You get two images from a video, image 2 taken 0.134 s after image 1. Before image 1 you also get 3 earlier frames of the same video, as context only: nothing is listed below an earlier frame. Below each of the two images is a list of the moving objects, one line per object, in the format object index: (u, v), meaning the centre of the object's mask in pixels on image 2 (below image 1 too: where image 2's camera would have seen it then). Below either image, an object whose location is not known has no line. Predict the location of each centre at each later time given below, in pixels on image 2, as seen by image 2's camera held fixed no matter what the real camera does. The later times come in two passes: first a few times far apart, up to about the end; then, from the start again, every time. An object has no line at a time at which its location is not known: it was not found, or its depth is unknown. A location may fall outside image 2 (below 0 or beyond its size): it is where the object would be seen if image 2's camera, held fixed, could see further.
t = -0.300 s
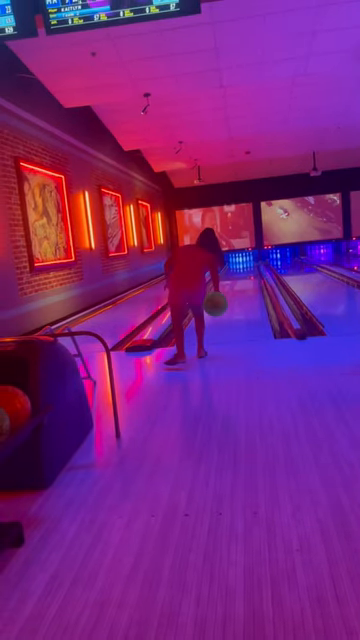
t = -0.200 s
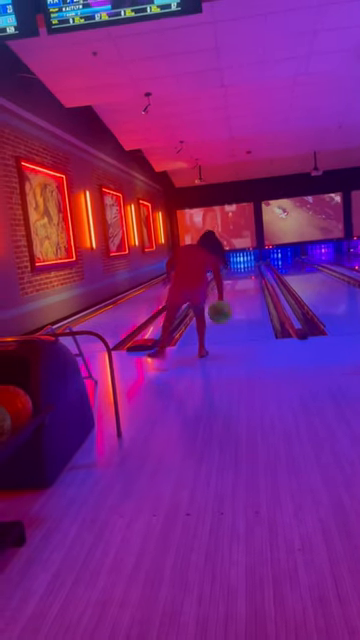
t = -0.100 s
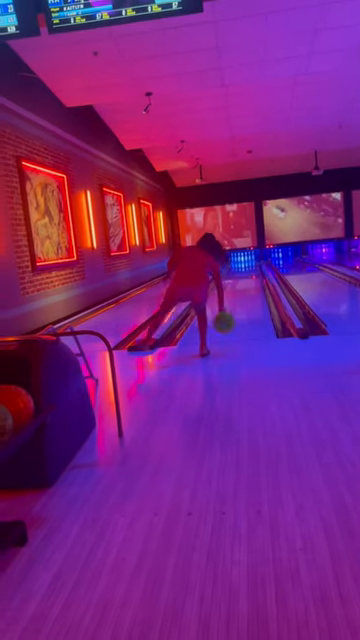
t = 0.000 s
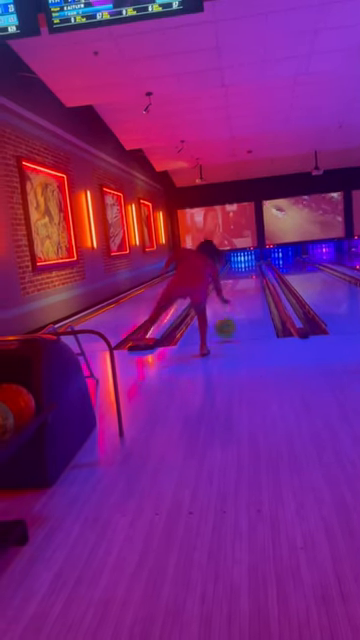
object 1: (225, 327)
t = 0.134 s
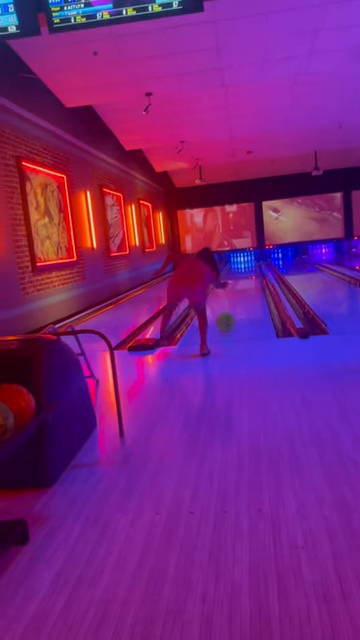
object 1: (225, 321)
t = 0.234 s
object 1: (225, 320)
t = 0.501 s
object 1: (224, 309)
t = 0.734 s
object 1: (225, 301)
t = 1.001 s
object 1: (225, 294)
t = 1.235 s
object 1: (225, 289)
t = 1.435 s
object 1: (226, 287)
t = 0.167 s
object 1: (225, 321)
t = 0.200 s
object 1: (225, 321)
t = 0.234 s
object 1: (225, 320)
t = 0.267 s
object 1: (225, 319)
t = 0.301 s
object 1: (225, 317)
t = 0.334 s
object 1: (225, 316)
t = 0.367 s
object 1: (225, 313)
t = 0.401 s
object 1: (225, 312)
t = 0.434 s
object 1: (226, 311)
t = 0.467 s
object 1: (225, 308)
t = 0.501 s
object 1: (224, 309)
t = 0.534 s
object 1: (224, 306)
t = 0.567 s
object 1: (224, 305)
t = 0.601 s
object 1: (224, 304)
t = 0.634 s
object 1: (225, 304)
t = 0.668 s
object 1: (225, 303)
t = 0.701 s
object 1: (225, 302)
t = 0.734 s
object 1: (225, 301)
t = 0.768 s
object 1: (224, 300)
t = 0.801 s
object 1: (225, 300)
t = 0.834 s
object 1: (225, 299)
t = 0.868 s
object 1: (225, 298)
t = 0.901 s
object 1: (225, 297)
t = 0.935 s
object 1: (225, 296)
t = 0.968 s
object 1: (225, 296)
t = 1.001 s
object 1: (225, 294)
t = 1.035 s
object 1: (225, 293)
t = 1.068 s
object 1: (225, 292)
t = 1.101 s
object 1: (225, 292)
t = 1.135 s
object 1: (225, 292)
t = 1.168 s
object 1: (225, 290)
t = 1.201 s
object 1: (226, 290)
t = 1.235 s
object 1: (225, 289)
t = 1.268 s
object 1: (226, 289)
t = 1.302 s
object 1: (226, 289)
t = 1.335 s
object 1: (226, 288)
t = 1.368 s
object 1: (225, 287)
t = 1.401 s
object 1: (226, 287)
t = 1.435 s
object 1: (226, 287)
